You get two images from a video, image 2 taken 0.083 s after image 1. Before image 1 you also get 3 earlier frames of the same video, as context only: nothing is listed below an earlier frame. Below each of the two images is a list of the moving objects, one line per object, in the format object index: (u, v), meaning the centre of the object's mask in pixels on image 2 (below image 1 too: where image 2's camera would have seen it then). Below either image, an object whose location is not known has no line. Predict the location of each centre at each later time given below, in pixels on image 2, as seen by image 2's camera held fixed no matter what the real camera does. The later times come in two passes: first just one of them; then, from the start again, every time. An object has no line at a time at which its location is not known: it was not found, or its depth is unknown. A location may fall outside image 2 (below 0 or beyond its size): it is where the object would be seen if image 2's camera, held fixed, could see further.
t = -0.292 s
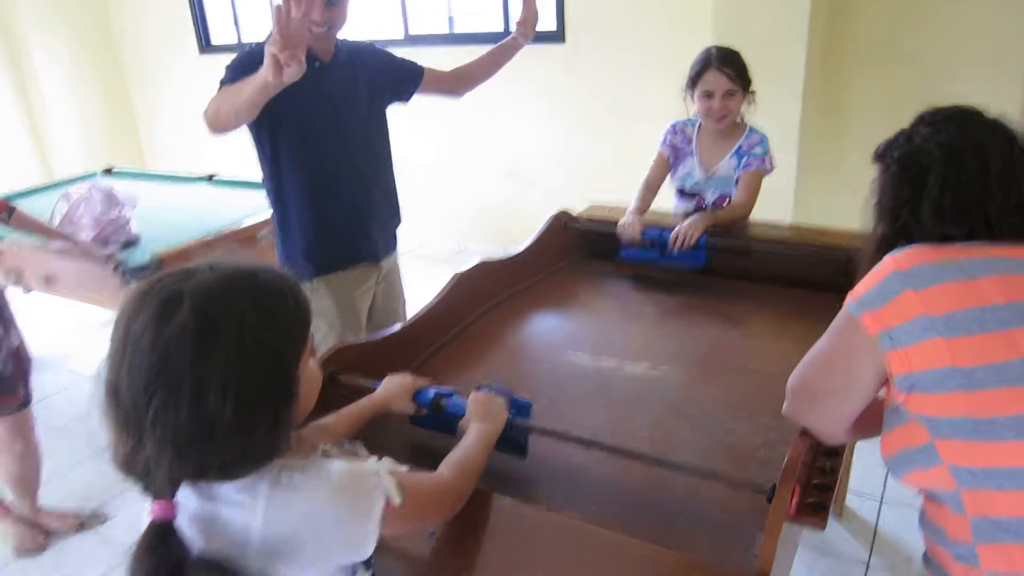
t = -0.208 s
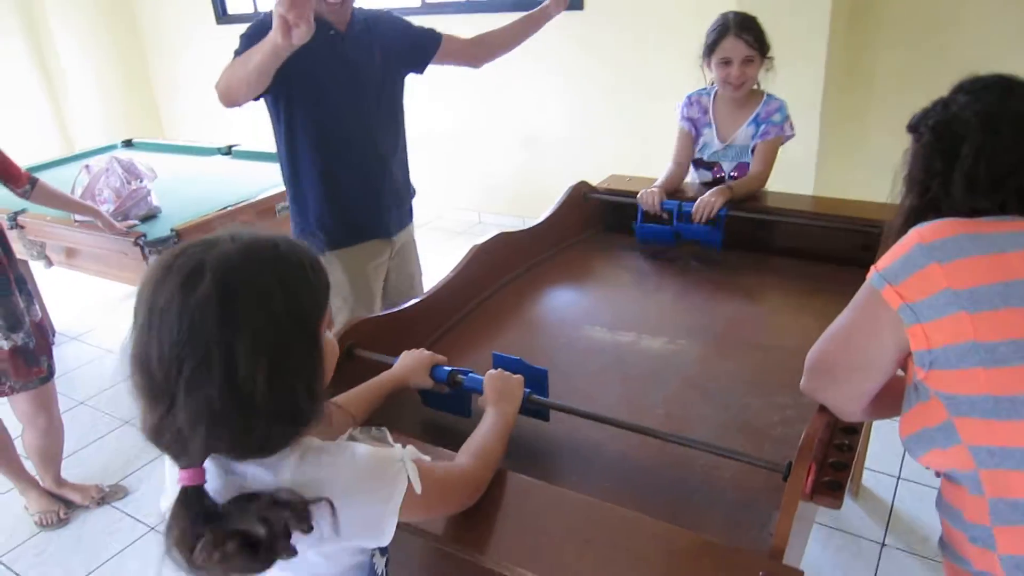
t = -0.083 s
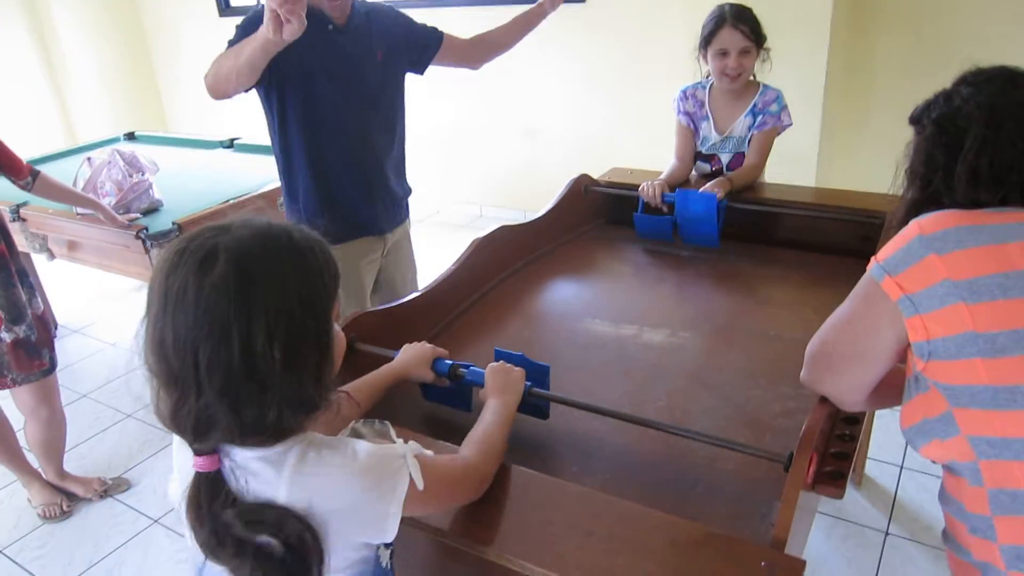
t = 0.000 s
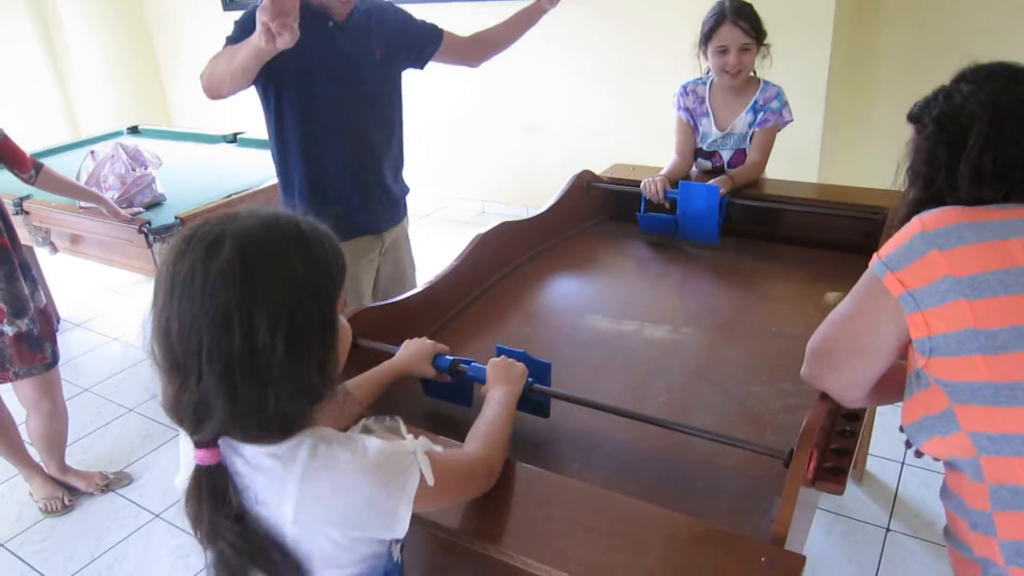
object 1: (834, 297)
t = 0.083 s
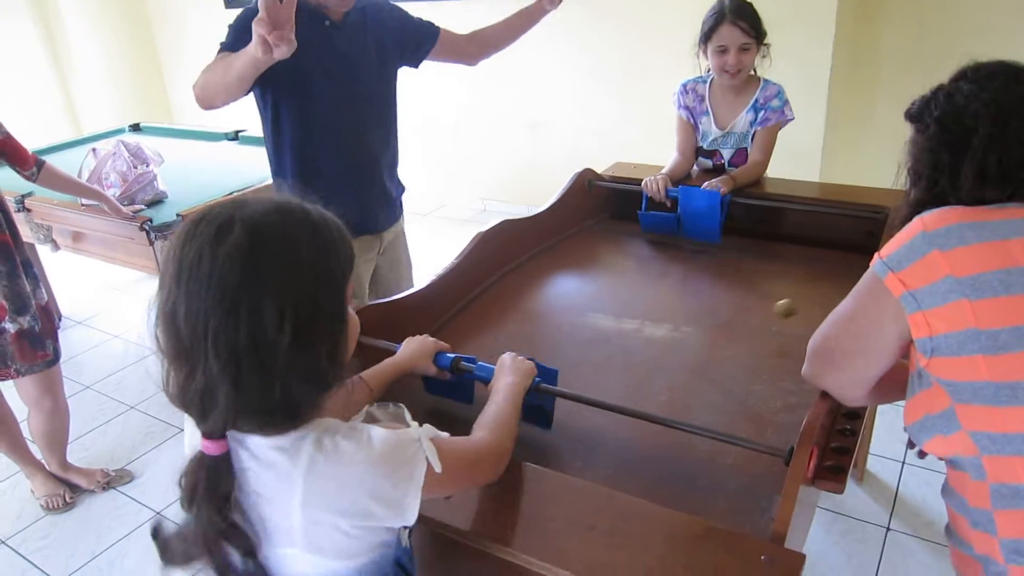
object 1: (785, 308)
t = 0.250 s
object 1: (712, 314)
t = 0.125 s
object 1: (761, 323)
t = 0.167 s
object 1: (744, 320)
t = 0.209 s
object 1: (728, 317)
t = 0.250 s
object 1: (712, 314)
